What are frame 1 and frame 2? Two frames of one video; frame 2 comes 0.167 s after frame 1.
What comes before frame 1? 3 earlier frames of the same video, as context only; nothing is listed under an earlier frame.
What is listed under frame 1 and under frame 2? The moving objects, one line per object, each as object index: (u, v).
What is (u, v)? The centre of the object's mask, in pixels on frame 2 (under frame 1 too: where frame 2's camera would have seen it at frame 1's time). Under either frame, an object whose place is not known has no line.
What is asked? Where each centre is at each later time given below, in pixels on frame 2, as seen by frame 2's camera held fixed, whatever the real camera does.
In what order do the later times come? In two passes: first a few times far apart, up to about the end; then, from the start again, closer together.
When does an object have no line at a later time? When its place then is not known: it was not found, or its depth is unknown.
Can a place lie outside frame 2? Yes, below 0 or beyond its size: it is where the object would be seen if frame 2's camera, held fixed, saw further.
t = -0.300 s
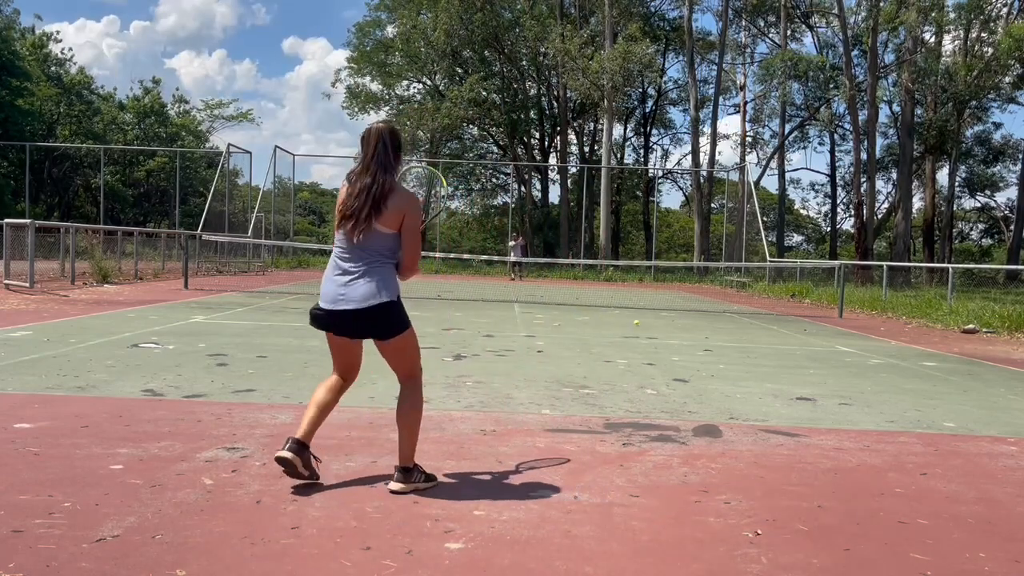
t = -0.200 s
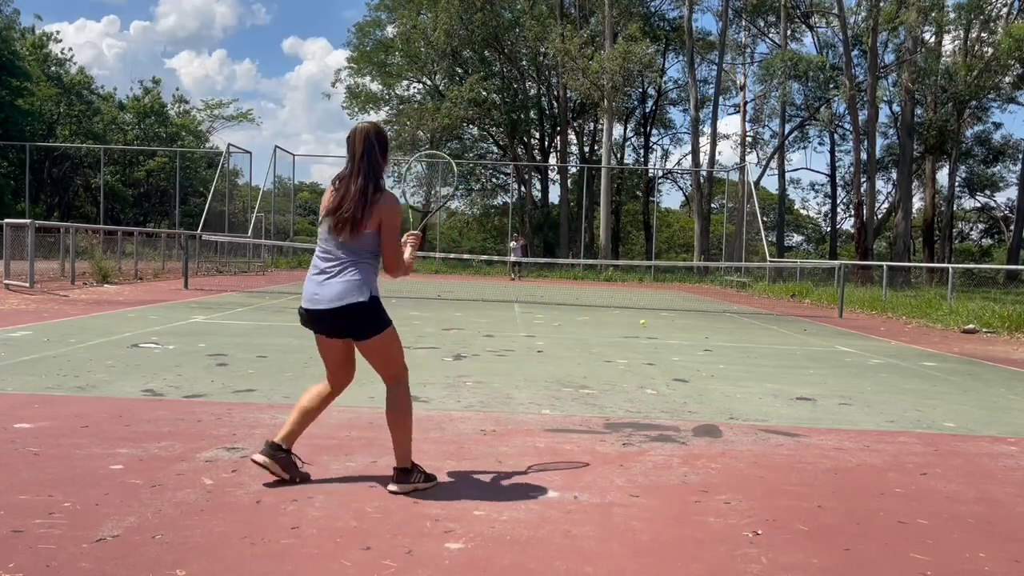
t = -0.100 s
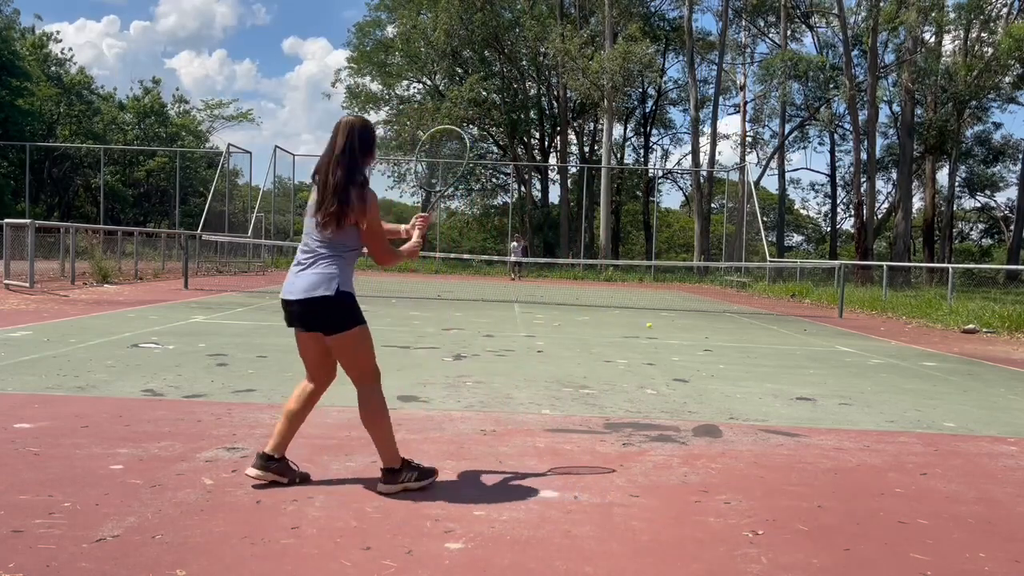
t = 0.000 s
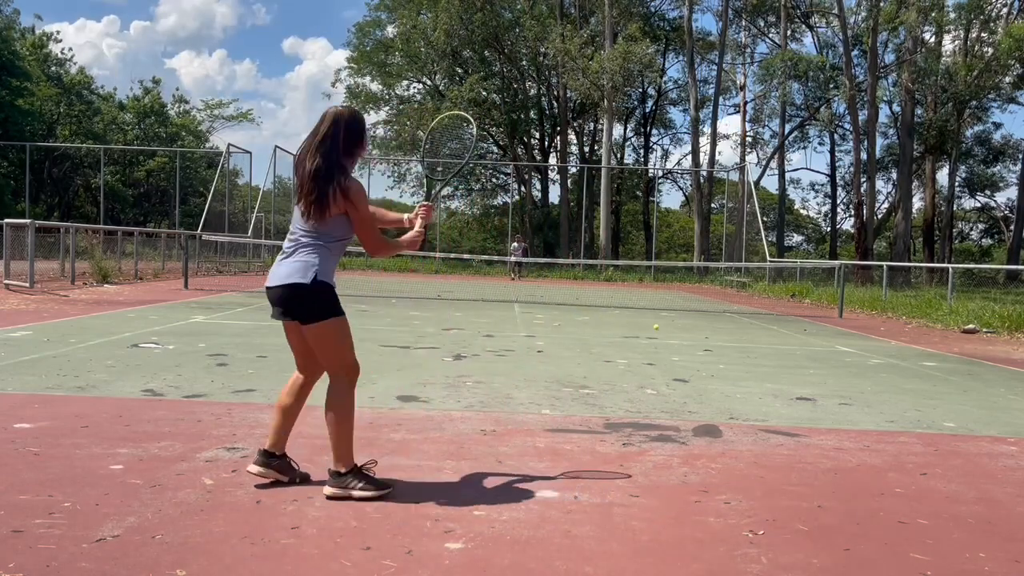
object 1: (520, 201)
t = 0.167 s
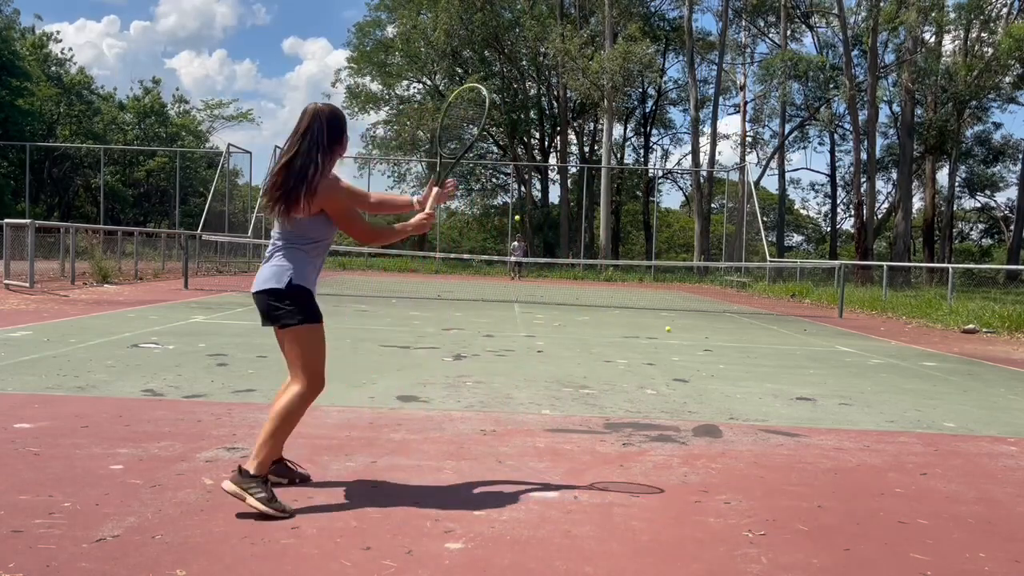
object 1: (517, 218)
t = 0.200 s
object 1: (516, 225)
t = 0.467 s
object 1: (508, 351)
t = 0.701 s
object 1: (504, 268)
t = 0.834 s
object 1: (498, 220)
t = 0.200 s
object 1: (516, 225)
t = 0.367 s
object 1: (513, 285)
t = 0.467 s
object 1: (508, 351)
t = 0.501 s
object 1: (507, 357)
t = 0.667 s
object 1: (505, 281)
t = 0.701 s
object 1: (504, 268)
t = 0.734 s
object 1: (503, 254)
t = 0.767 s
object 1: (501, 242)
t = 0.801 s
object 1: (500, 231)
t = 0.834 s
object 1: (498, 220)
